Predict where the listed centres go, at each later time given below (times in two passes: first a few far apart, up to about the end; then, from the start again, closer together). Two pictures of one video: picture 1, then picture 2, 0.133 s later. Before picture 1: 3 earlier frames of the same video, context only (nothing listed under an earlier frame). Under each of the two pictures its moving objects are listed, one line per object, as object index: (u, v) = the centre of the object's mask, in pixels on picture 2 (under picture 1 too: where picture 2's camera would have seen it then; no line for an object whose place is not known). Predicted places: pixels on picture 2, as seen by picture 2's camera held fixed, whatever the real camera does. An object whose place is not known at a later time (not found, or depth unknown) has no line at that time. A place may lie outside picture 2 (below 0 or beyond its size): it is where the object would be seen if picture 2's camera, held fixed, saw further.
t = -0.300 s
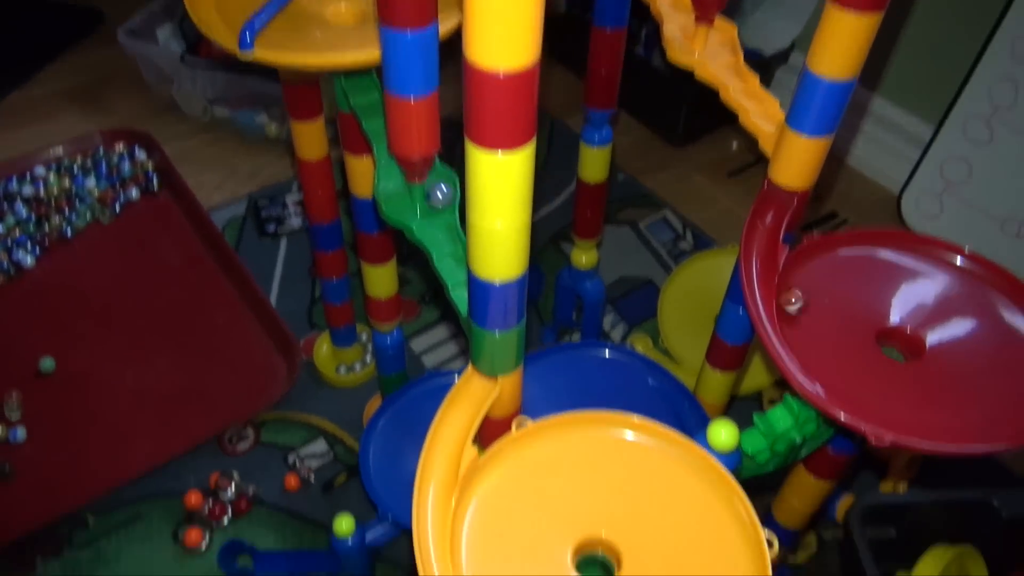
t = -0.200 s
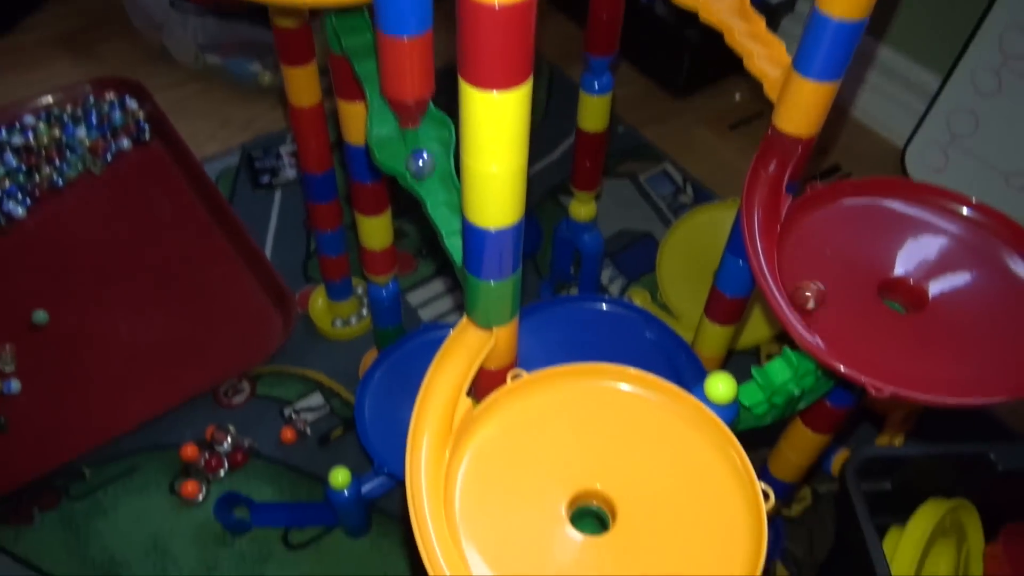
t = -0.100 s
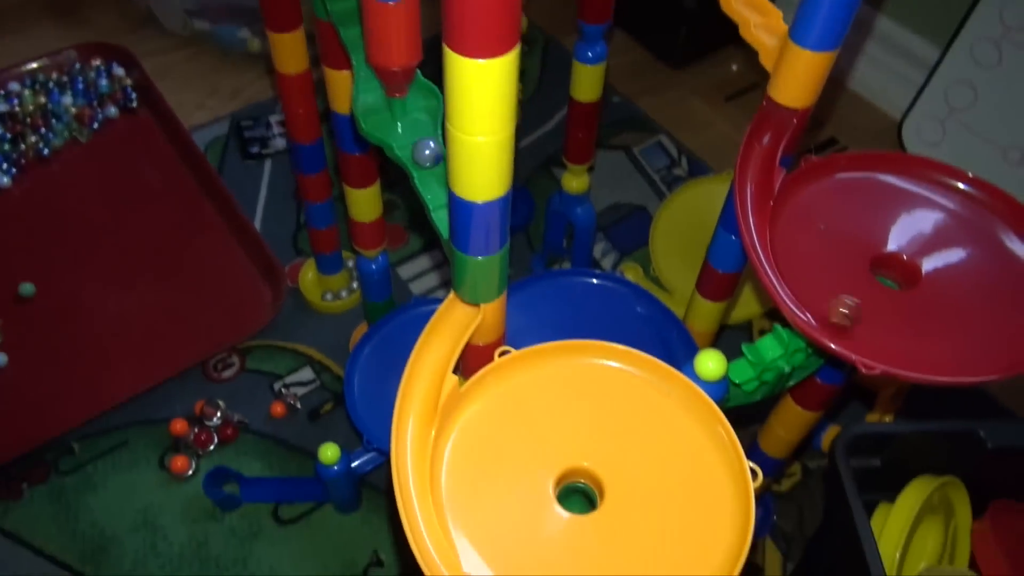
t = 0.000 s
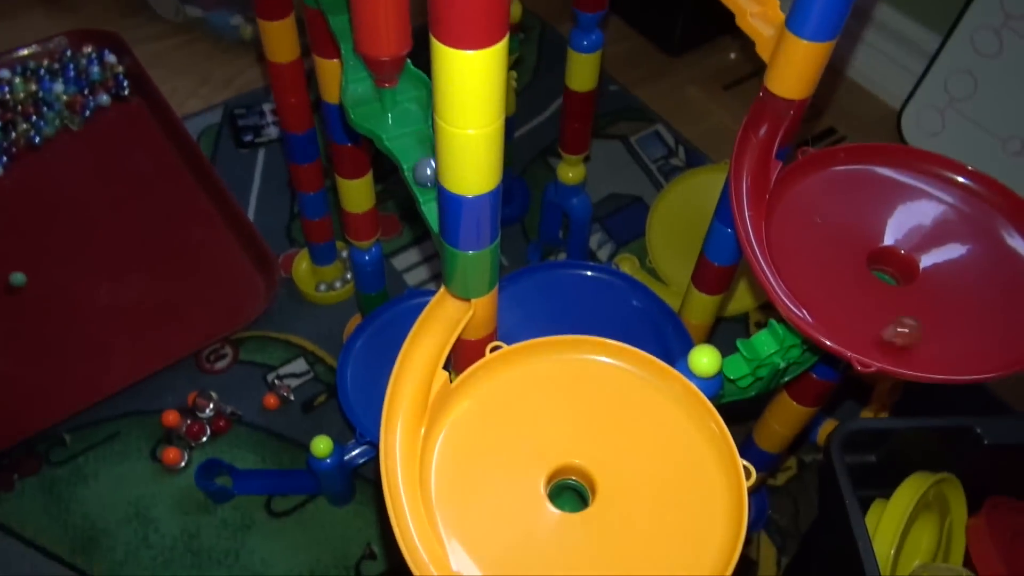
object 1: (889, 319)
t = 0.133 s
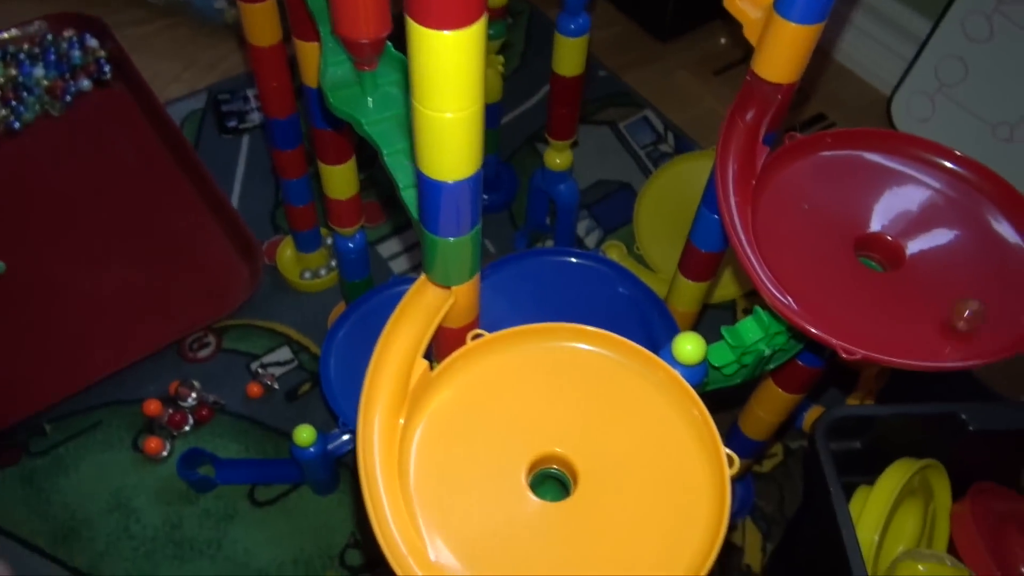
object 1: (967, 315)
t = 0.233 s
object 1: (1003, 288)
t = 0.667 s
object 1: (881, 150)
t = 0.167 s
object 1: (980, 308)
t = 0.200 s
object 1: (991, 300)
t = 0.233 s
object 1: (1003, 288)
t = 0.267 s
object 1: (1008, 279)
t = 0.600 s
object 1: (919, 162)
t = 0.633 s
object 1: (902, 156)
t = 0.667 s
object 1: (881, 150)
